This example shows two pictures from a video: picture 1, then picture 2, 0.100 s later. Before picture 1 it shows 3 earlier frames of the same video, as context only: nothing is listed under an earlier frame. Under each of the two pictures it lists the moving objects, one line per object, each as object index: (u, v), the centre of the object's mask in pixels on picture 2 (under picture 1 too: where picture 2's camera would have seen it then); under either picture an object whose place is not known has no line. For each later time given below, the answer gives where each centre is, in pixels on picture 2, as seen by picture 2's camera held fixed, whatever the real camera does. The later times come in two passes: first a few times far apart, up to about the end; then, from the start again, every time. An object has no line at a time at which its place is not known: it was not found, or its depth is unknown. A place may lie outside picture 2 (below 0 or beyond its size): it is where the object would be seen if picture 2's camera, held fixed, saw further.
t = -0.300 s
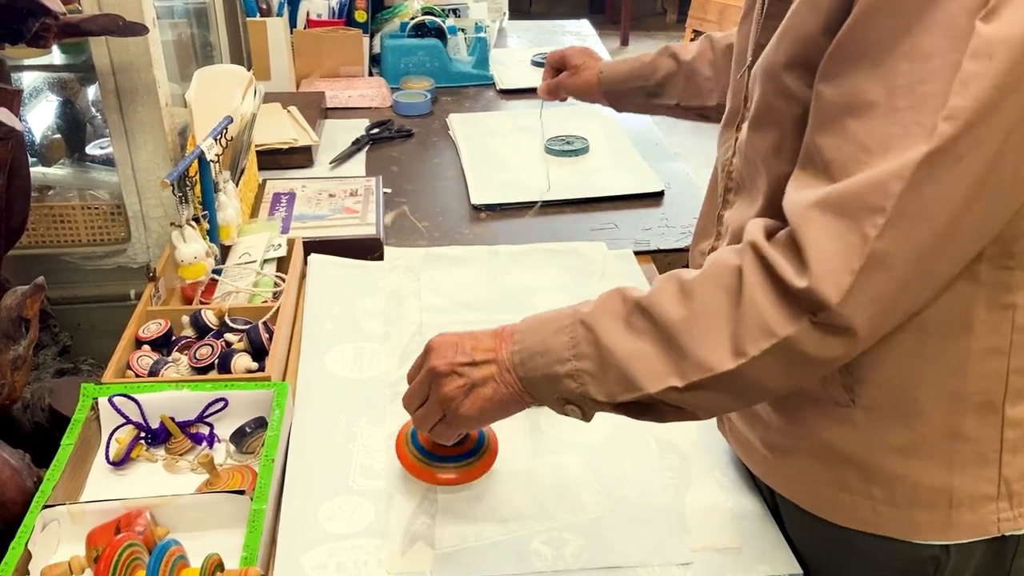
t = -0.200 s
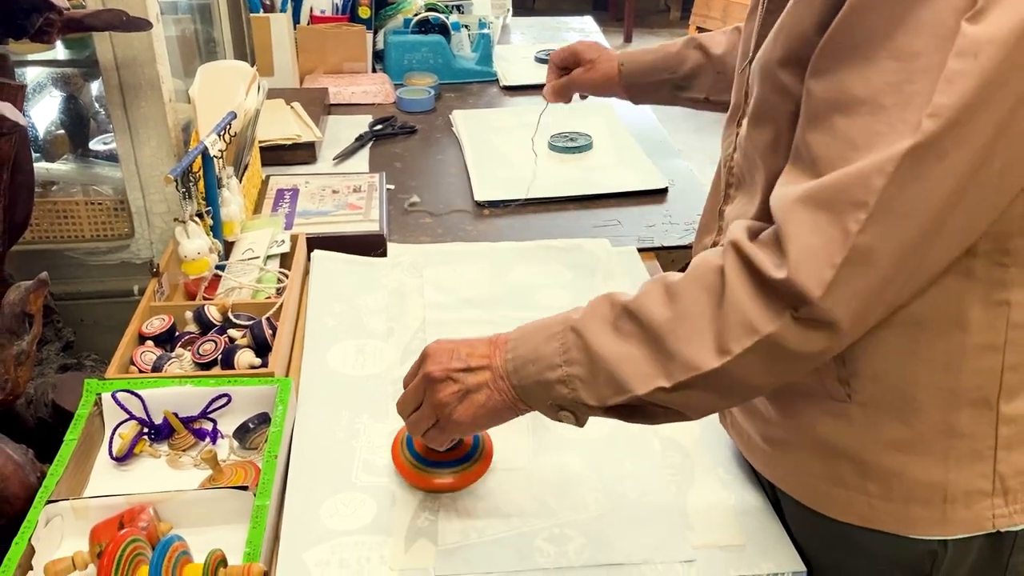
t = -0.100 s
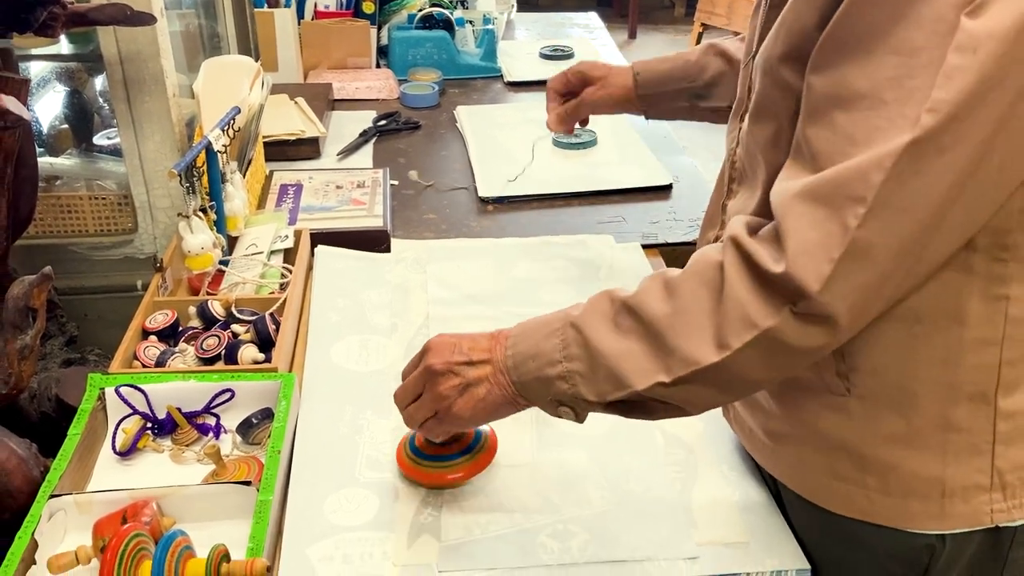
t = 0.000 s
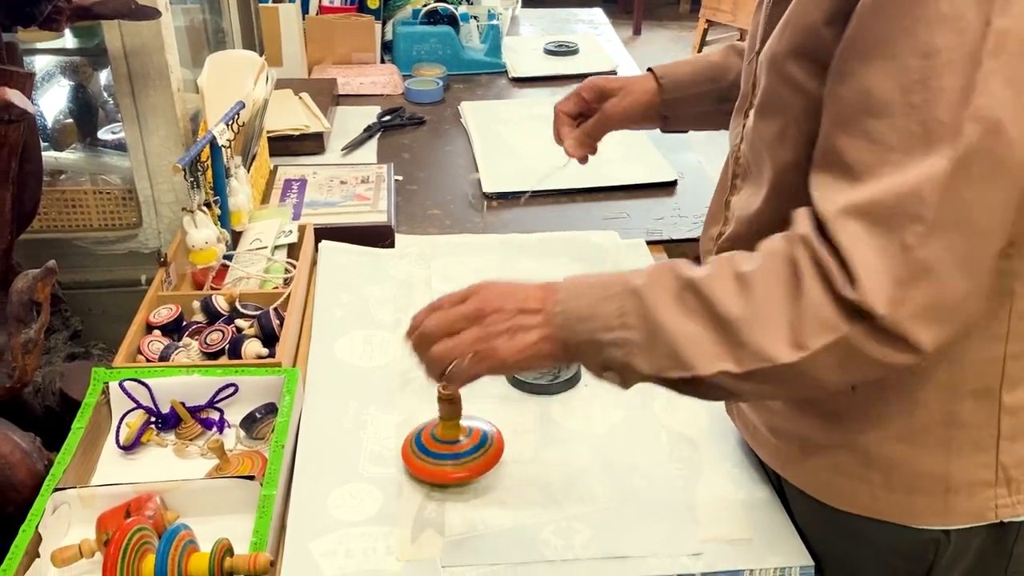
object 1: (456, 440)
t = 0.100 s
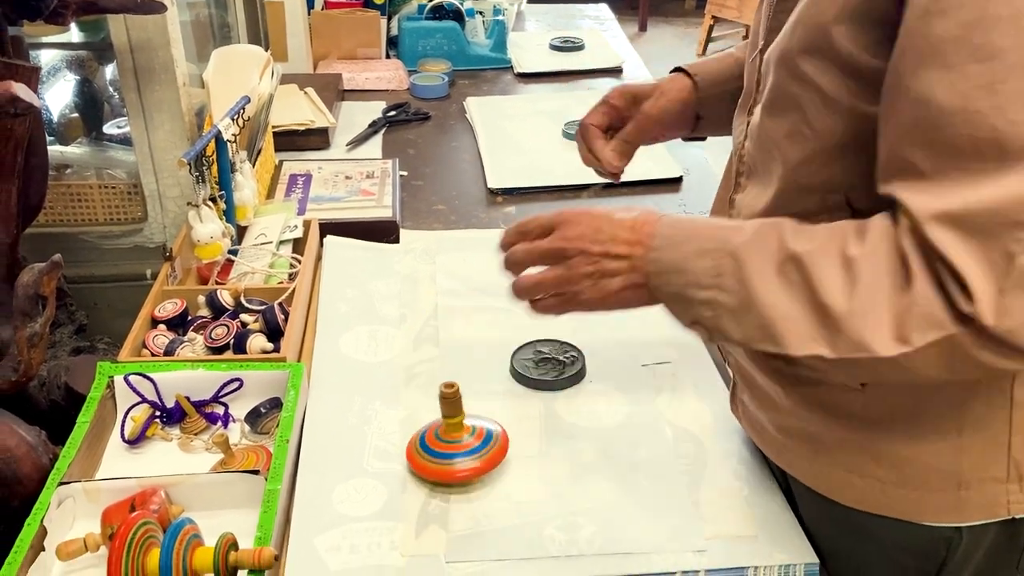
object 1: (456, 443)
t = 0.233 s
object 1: (455, 447)
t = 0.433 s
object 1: (450, 455)
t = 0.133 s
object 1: (456, 446)
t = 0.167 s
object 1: (456, 445)
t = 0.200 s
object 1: (456, 448)
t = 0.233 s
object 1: (455, 447)
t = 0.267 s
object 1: (454, 449)
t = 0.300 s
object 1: (454, 450)
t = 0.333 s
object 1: (452, 451)
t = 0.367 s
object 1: (452, 452)
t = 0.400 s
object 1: (451, 453)
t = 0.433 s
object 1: (450, 455)
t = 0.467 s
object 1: (449, 454)
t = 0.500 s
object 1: (447, 455)
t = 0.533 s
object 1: (446, 455)
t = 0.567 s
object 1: (444, 455)
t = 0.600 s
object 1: (444, 456)
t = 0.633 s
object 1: (442, 456)
